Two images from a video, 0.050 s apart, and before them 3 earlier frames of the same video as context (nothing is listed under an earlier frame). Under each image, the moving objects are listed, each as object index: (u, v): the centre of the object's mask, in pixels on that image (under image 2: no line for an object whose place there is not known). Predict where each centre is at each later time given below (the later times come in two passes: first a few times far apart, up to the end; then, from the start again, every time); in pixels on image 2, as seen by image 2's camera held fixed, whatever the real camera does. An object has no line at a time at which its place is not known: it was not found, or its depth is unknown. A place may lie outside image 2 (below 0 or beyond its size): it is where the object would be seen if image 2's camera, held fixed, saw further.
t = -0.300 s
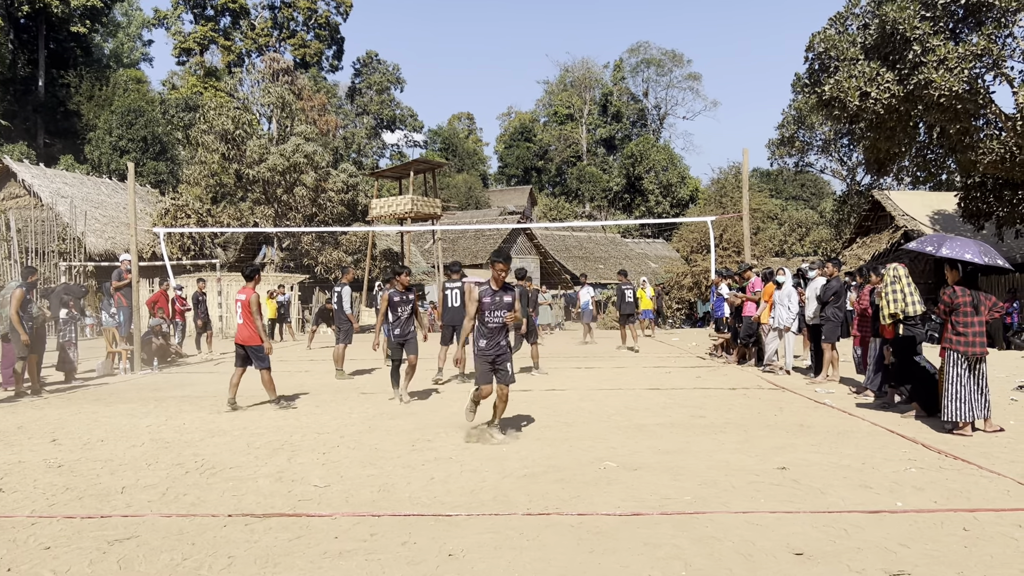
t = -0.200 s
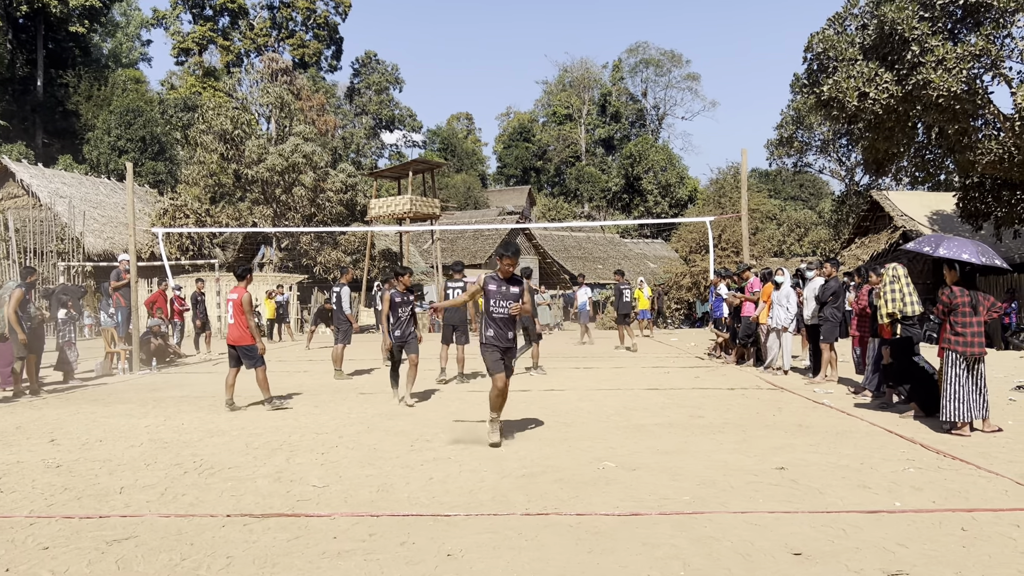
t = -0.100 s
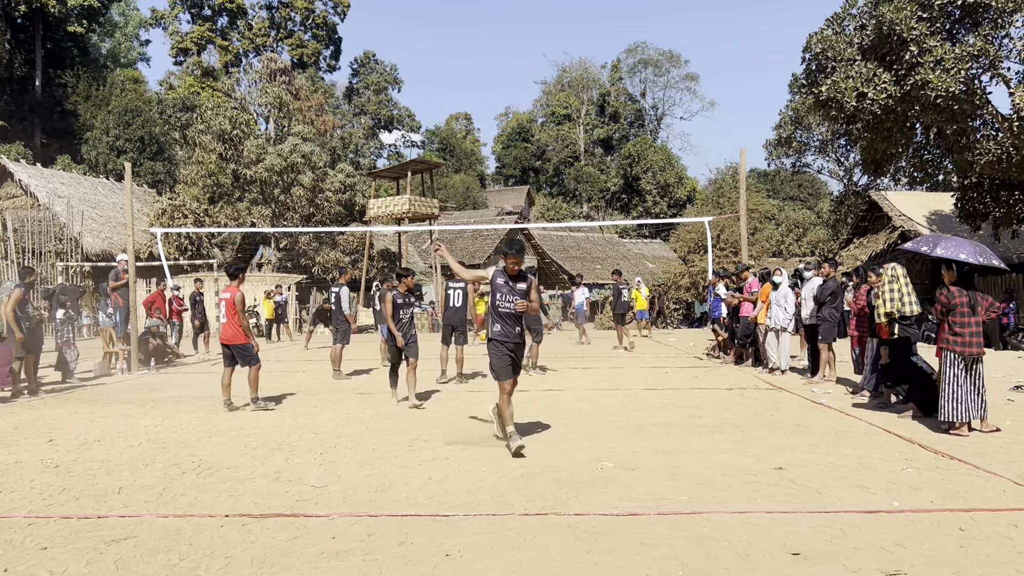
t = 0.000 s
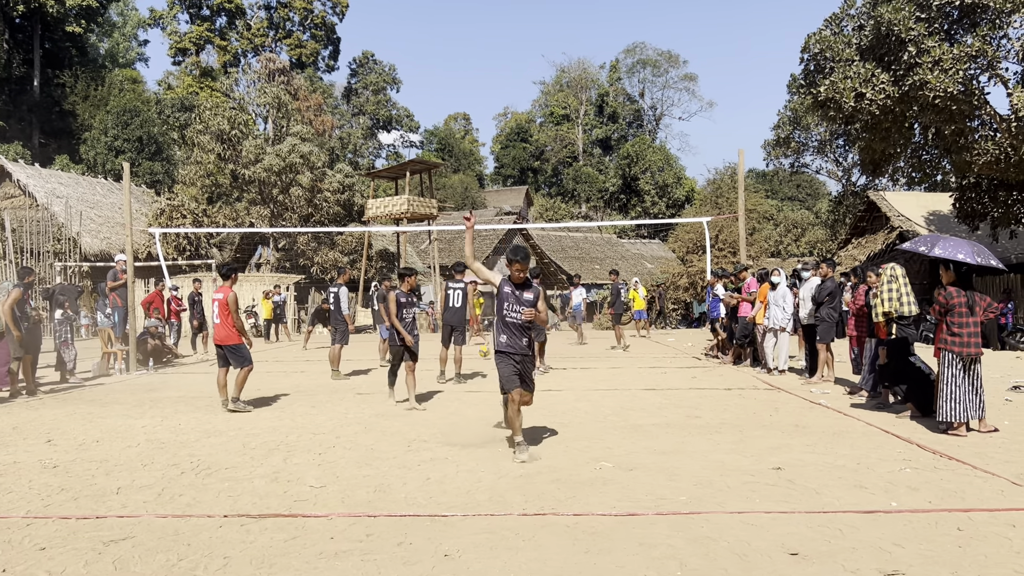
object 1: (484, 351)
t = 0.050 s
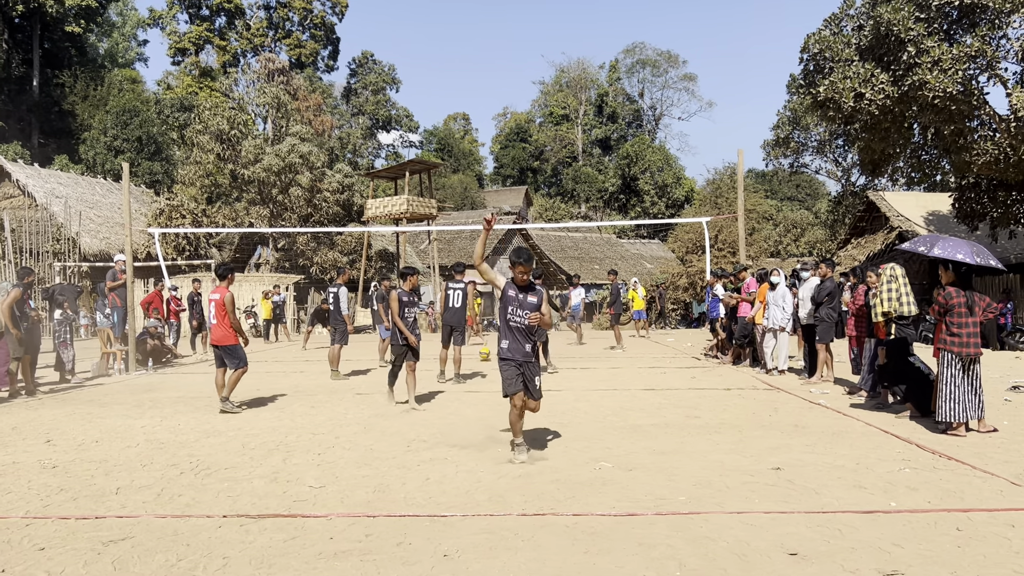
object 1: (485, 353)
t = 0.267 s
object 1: (488, 344)
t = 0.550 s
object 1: (493, 371)
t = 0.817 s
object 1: (505, 373)
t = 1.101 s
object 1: (520, 379)
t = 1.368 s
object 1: (537, 414)
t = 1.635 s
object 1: (564, 417)
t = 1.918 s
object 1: (602, 453)
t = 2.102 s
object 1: (637, 503)
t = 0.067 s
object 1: (485, 351)
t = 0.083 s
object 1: (485, 350)
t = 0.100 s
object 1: (485, 349)
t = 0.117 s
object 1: (485, 348)
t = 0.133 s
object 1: (485, 347)
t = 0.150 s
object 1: (486, 346)
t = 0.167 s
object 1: (486, 345)
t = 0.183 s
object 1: (487, 344)
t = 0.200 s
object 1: (487, 345)
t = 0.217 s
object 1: (487, 344)
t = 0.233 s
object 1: (487, 344)
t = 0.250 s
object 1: (487, 344)
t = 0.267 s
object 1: (488, 344)
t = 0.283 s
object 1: (488, 345)
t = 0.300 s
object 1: (488, 345)
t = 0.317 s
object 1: (488, 346)
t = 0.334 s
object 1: (488, 347)
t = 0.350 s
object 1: (488, 348)
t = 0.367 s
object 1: (489, 349)
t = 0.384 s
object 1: (489, 351)
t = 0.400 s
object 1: (489, 353)
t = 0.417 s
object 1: (490, 355)
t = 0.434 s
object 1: (490, 357)
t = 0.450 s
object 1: (490, 360)
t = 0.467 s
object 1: (491, 362)
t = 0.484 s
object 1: (491, 365)
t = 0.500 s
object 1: (491, 368)
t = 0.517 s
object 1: (492, 372)
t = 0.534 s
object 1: (492, 372)
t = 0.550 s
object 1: (493, 371)
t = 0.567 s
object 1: (494, 369)
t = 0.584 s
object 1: (494, 368)
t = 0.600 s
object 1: (495, 366)
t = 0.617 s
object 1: (495, 366)
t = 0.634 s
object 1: (496, 366)
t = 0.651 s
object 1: (497, 365)
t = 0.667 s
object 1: (498, 365)
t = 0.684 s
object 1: (498, 365)
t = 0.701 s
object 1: (499, 365)
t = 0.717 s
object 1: (500, 366)
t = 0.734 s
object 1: (501, 366)
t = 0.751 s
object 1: (501, 367)
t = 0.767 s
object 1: (502, 368)
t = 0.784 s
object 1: (503, 369)
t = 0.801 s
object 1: (504, 371)
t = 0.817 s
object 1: (505, 373)
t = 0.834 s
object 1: (506, 375)
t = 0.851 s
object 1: (506, 377)
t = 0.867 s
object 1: (507, 379)
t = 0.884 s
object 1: (508, 382)
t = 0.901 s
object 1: (509, 386)
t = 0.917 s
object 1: (510, 389)
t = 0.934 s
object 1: (511, 388)
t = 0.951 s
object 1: (512, 387)
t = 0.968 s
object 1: (513, 384)
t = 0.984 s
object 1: (513, 383)
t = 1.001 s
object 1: (514, 382)
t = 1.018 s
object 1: (515, 381)
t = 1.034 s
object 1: (516, 380)
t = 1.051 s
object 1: (517, 380)
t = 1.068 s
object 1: (518, 379)
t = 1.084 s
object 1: (519, 379)
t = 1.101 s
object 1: (520, 379)
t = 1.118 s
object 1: (521, 379)
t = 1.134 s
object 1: (522, 380)
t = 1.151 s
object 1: (522, 381)
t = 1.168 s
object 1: (523, 383)
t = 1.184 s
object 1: (525, 384)
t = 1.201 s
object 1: (526, 386)
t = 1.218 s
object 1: (527, 388)
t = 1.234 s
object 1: (528, 390)
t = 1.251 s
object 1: (529, 393)
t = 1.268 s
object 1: (530, 396)
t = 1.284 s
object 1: (531, 399)
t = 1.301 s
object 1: (532, 403)
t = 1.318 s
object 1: (534, 407)
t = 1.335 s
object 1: (535, 412)
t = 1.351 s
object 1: (536, 416)
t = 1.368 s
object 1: (537, 414)
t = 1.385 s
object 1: (539, 412)
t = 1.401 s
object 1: (540, 409)
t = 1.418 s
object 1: (542, 408)
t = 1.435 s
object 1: (543, 407)
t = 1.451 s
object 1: (545, 405)
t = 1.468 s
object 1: (546, 405)
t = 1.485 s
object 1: (548, 405)
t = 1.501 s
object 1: (549, 405)
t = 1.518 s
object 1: (551, 405)
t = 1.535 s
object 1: (553, 405)
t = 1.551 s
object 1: (554, 406)
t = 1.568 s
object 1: (556, 408)
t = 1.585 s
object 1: (558, 409)
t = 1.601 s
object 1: (560, 411)
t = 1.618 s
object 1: (562, 414)
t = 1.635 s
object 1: (564, 417)
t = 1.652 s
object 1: (565, 420)
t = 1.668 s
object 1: (567, 423)
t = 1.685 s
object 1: (570, 427)
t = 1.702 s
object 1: (572, 432)
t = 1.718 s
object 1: (574, 437)
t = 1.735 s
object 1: (576, 442)
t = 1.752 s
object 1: (579, 449)
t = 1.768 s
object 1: (581, 454)
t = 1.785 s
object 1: (583, 453)
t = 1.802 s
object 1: (585, 451)
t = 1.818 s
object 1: (587, 451)
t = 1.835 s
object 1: (589, 450)
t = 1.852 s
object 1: (592, 449)
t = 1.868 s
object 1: (594, 449)
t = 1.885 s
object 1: (597, 450)
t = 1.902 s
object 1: (599, 451)
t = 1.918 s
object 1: (602, 453)
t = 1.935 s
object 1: (605, 454)
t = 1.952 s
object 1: (608, 456)
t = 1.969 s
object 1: (611, 459)
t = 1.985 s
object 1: (613, 463)
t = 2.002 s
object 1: (617, 466)
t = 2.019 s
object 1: (620, 471)
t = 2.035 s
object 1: (623, 476)
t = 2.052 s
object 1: (626, 482)
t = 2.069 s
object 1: (630, 488)
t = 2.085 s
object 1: (634, 496)
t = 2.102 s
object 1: (637, 503)
